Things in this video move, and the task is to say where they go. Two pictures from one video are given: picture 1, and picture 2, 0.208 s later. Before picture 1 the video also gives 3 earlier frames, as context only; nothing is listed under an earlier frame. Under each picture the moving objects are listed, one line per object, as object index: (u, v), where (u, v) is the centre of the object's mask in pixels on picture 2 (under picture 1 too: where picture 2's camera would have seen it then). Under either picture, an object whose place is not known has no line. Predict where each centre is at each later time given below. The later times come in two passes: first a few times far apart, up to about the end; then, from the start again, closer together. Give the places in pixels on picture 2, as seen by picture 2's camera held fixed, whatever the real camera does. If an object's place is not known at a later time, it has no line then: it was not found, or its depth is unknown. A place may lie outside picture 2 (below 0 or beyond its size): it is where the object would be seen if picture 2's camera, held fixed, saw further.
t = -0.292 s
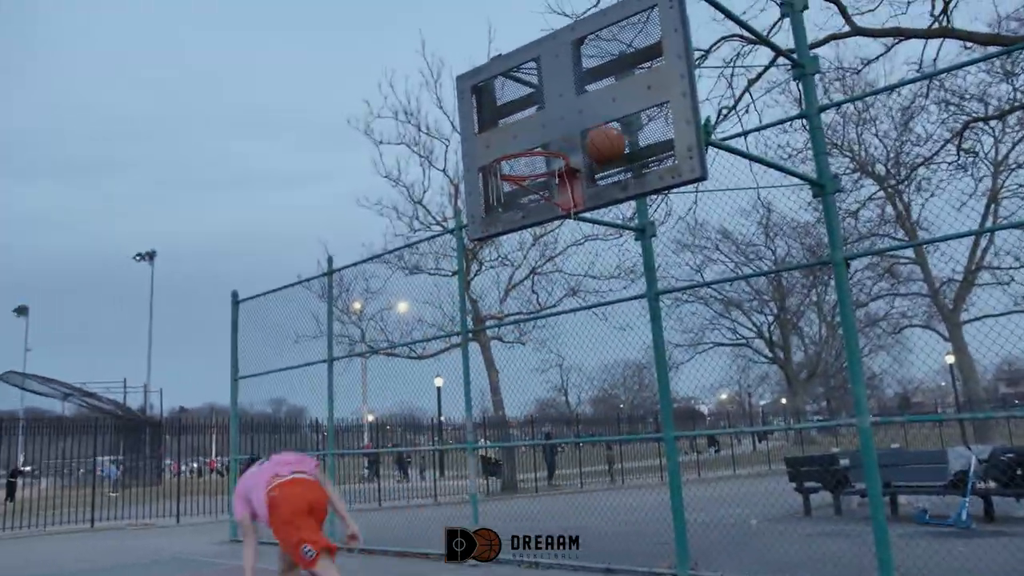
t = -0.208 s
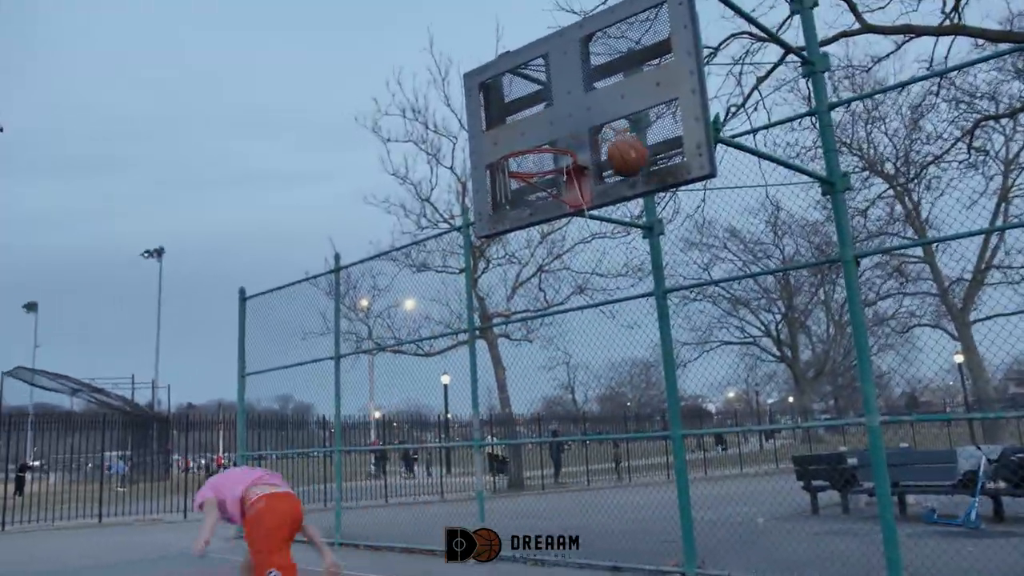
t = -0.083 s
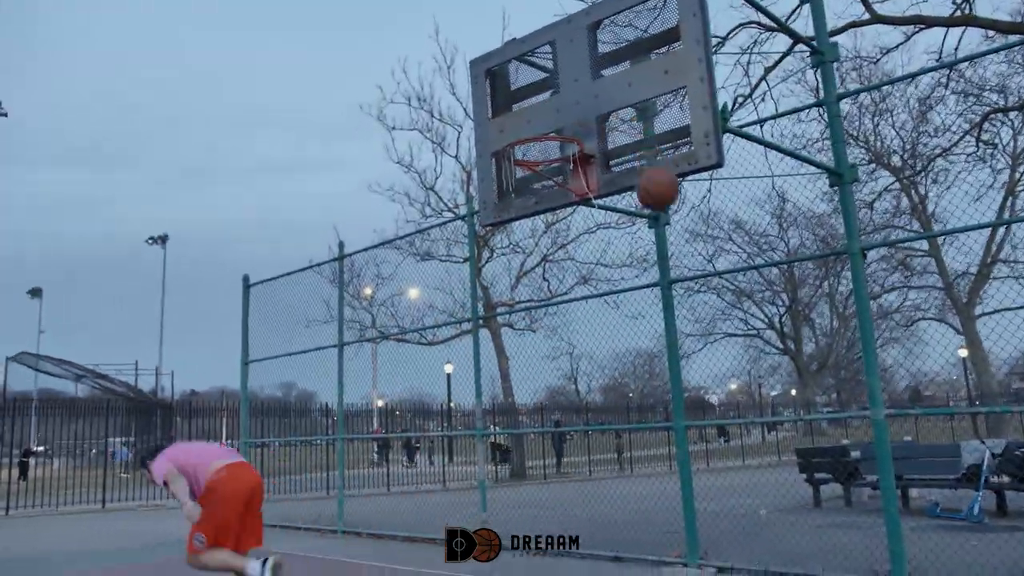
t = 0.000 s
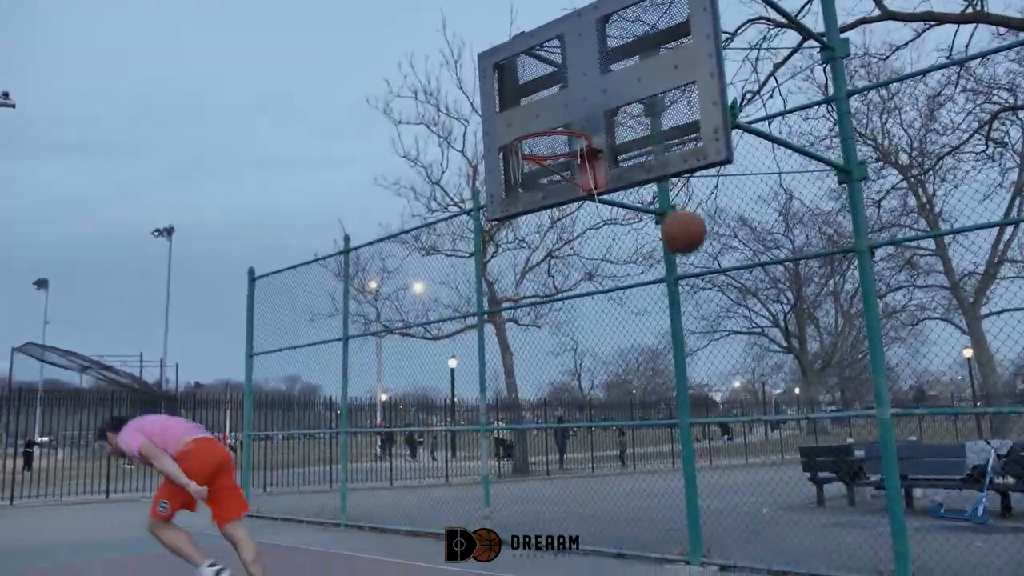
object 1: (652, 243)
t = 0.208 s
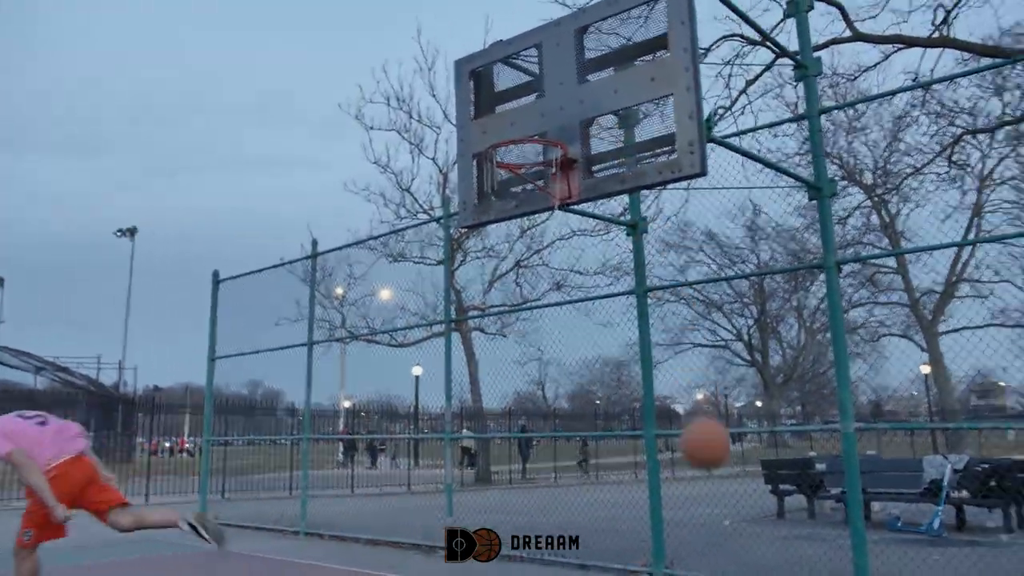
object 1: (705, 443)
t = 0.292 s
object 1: (729, 556)
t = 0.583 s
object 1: (784, 472)
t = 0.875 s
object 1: (832, 340)
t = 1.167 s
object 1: (899, 396)
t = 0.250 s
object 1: (717, 499)
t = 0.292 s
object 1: (729, 556)
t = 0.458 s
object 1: (764, 574)
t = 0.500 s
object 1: (771, 543)
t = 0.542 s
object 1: (778, 505)
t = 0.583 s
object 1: (784, 472)
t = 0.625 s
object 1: (791, 442)
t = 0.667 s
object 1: (798, 416)
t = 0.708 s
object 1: (803, 394)
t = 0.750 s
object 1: (810, 375)
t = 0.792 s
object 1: (817, 360)
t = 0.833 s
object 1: (825, 348)
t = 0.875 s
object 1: (832, 340)
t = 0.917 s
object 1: (840, 335)
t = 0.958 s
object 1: (848, 335)
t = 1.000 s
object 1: (857, 338)
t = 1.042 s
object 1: (866, 345)
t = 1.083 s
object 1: (876, 356)
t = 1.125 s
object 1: (887, 373)
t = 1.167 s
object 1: (899, 396)
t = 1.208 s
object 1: (908, 424)
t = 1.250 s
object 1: (922, 455)
